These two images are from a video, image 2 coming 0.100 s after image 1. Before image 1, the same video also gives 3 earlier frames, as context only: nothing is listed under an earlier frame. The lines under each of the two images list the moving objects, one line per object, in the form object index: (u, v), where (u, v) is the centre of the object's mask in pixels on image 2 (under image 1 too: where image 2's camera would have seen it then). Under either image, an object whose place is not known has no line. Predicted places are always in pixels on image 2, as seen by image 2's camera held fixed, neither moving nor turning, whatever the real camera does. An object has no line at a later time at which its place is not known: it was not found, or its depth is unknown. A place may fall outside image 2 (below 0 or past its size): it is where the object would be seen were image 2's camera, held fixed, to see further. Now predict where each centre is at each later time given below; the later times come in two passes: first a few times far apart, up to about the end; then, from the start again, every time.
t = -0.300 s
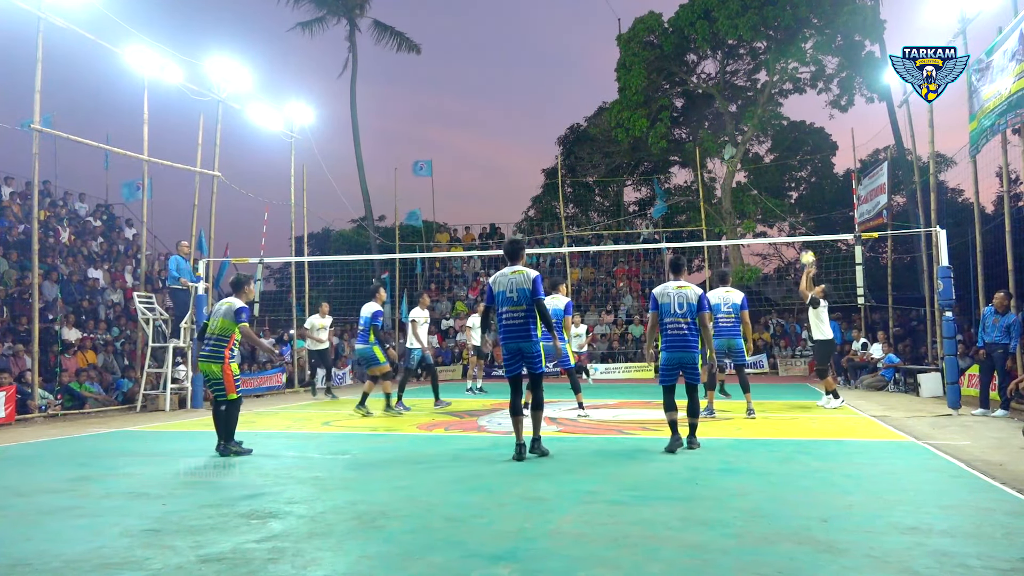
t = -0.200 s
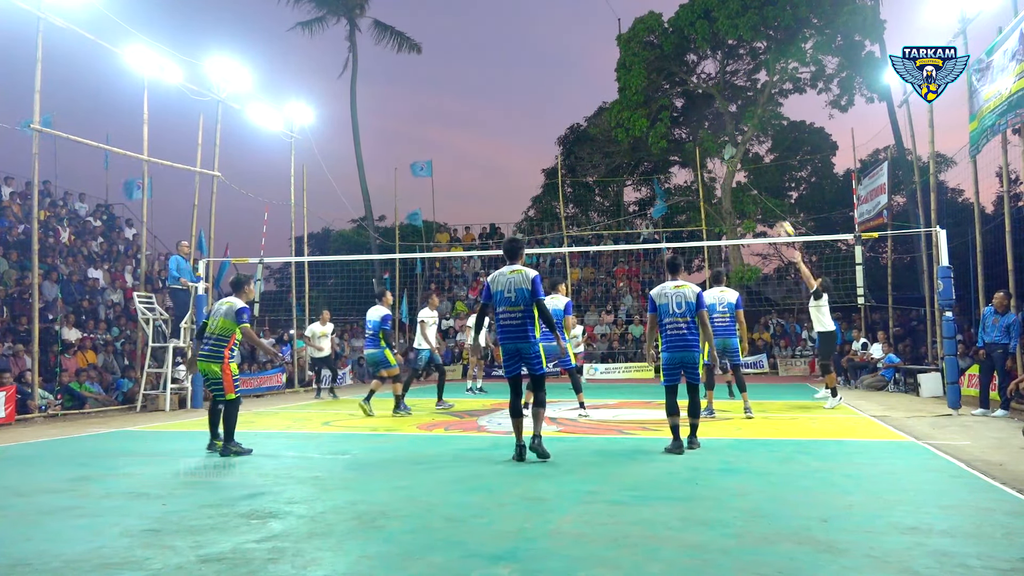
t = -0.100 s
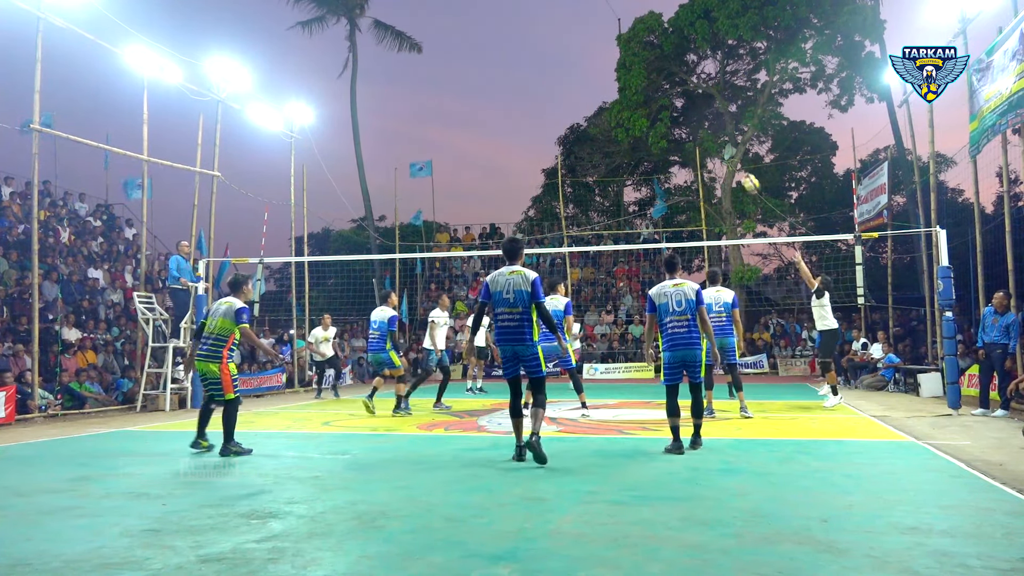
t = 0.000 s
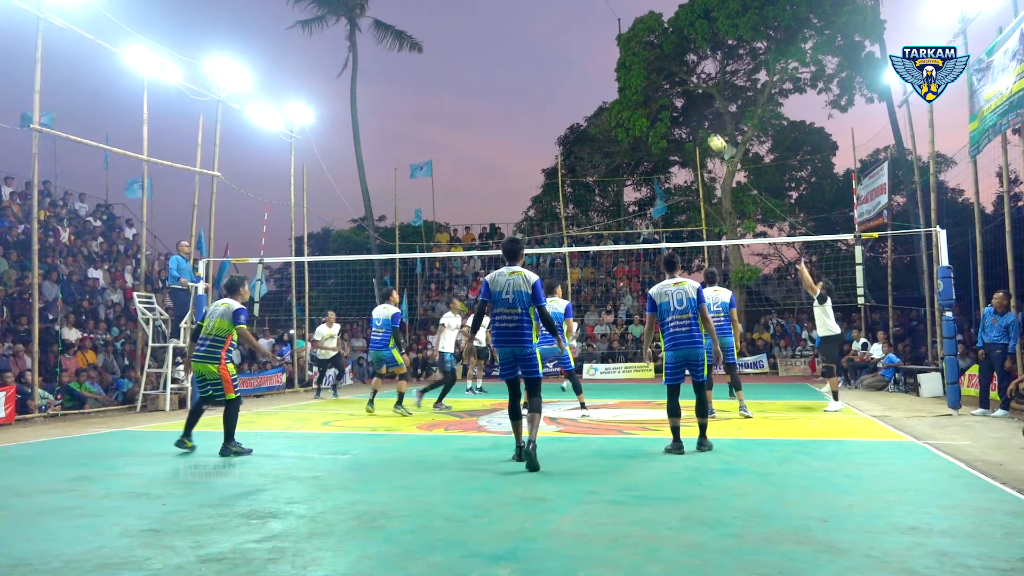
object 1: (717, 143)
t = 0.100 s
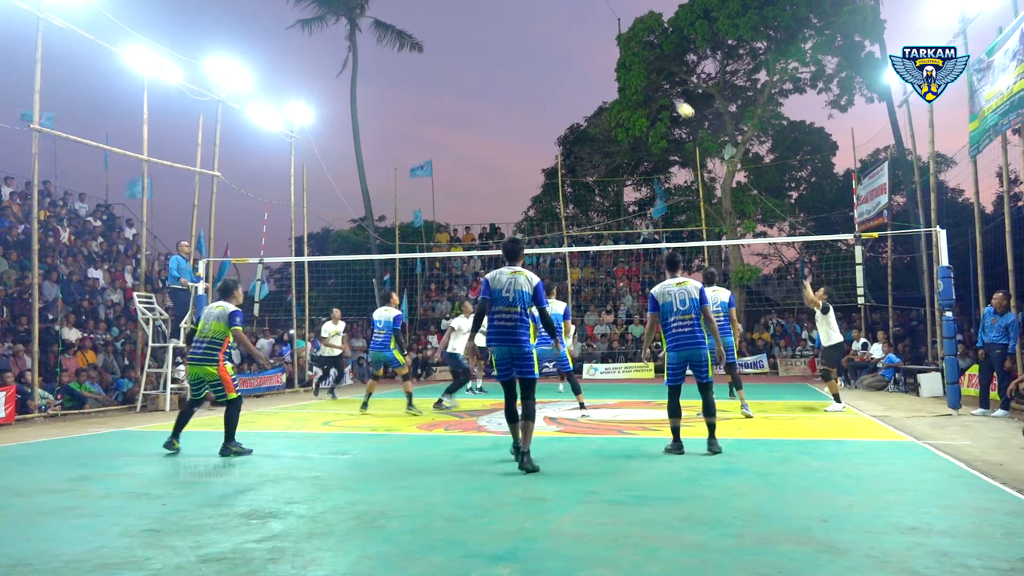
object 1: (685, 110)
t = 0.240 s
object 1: (642, 75)
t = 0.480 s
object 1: (574, 42)
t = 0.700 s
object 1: (515, 42)
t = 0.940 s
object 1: (455, 74)
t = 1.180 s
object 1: (397, 136)
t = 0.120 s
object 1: (679, 104)
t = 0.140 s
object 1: (673, 99)
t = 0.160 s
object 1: (666, 93)
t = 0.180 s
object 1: (660, 88)
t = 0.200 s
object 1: (654, 84)
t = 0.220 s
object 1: (648, 79)
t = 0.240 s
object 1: (642, 75)
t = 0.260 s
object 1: (636, 71)
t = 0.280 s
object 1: (630, 67)
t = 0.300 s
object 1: (624, 64)
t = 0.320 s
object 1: (619, 60)
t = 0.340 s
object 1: (614, 57)
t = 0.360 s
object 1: (608, 54)
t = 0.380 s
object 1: (602, 52)
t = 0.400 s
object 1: (597, 50)
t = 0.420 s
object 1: (591, 47)
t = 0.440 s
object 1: (585, 45)
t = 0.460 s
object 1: (580, 44)
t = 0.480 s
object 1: (574, 42)
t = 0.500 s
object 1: (568, 41)
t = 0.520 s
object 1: (563, 40)
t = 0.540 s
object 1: (558, 40)
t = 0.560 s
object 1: (552, 39)
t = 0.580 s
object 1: (547, 39)
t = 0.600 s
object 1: (542, 39)
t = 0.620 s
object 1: (536, 39)
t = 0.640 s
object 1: (531, 40)
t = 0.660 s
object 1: (526, 40)
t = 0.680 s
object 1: (521, 41)
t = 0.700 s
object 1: (515, 42)
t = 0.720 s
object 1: (510, 44)
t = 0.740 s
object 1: (505, 45)
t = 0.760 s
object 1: (500, 47)
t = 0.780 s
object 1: (495, 50)
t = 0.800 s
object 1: (489, 52)
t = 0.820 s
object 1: (484, 54)
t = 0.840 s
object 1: (479, 57)
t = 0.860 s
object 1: (474, 60)
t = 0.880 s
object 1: (470, 63)
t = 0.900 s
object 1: (465, 66)
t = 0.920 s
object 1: (460, 70)
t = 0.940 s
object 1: (455, 74)
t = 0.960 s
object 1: (450, 78)
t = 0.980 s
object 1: (445, 82)
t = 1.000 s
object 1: (440, 86)
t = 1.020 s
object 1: (435, 91)
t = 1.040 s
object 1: (431, 96)
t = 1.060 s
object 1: (426, 101)
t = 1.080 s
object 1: (421, 106)
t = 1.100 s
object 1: (416, 112)
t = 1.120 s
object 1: (411, 117)
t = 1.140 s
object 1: (407, 123)
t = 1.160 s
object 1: (402, 129)
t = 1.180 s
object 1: (397, 136)
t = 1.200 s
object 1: (392, 142)
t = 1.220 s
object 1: (387, 149)
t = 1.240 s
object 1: (383, 156)
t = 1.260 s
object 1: (379, 163)
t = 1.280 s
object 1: (374, 170)
